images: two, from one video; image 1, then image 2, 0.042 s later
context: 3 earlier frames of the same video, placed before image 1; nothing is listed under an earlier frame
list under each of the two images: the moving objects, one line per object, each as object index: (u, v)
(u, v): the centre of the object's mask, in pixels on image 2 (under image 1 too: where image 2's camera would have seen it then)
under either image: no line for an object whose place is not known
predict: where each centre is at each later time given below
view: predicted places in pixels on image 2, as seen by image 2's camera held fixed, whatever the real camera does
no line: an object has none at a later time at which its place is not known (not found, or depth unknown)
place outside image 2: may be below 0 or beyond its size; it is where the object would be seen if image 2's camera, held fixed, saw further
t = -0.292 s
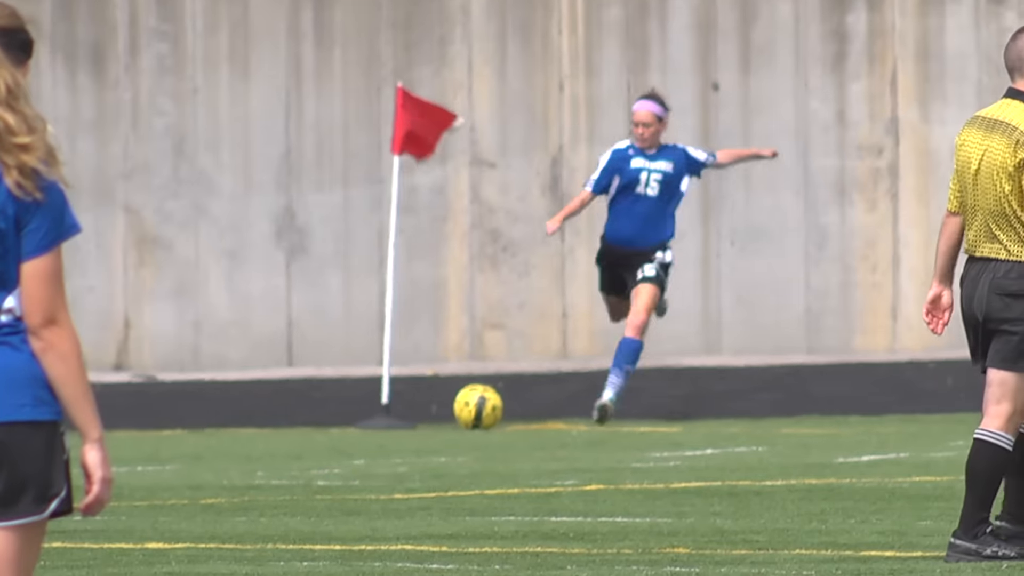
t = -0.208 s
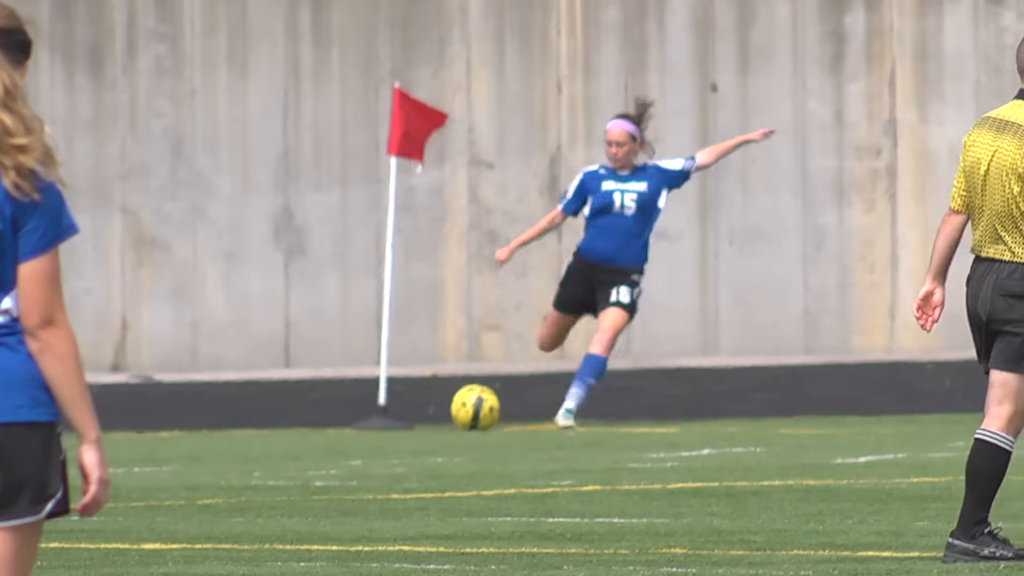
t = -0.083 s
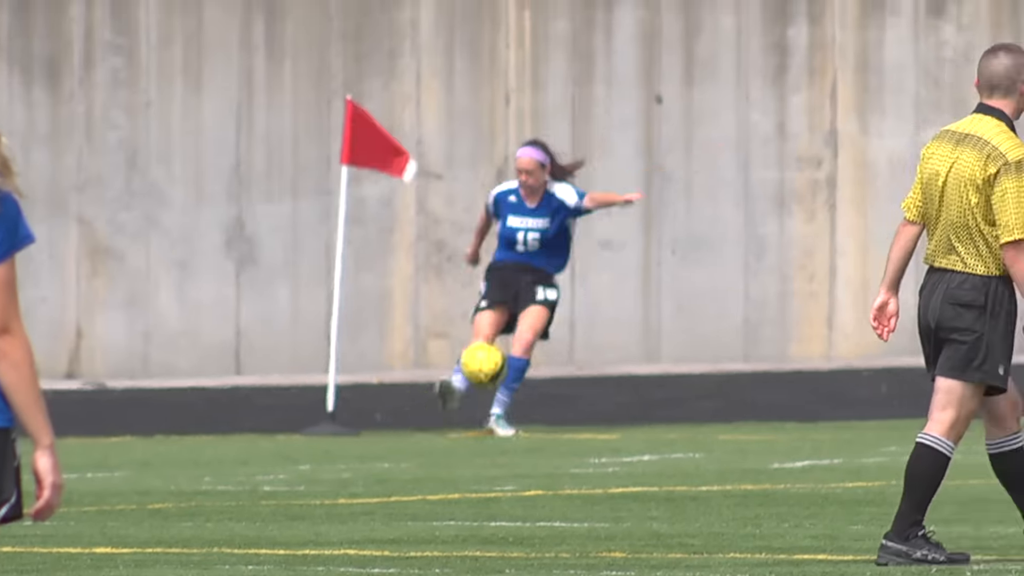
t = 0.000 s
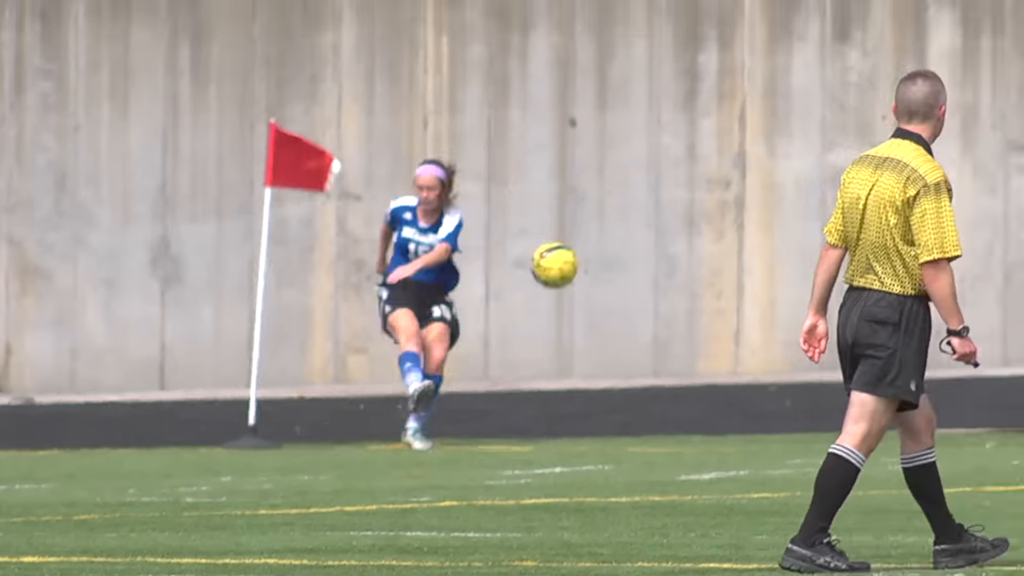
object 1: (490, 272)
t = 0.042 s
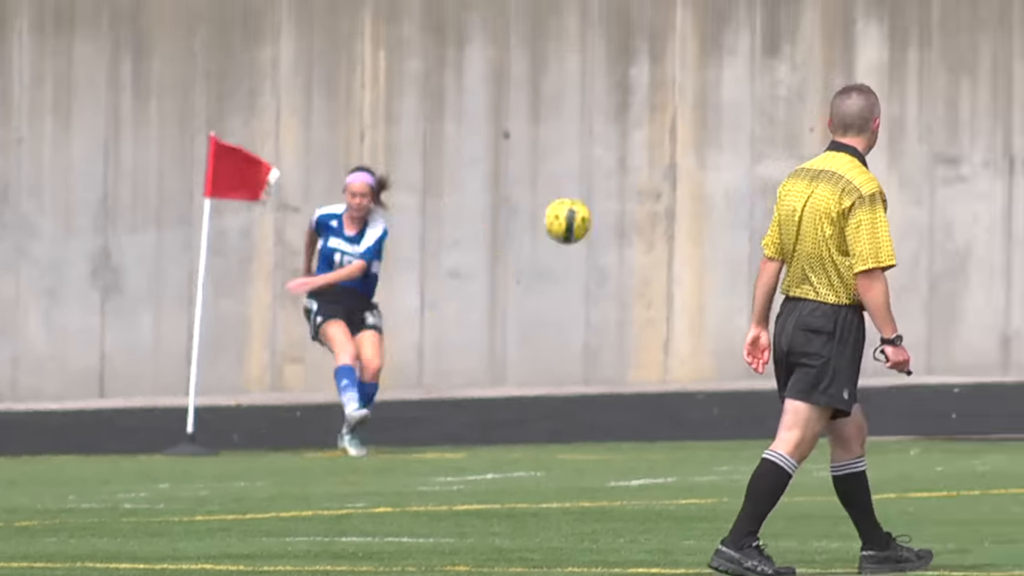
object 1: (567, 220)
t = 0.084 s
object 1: (650, 167)
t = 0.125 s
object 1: (733, 117)
